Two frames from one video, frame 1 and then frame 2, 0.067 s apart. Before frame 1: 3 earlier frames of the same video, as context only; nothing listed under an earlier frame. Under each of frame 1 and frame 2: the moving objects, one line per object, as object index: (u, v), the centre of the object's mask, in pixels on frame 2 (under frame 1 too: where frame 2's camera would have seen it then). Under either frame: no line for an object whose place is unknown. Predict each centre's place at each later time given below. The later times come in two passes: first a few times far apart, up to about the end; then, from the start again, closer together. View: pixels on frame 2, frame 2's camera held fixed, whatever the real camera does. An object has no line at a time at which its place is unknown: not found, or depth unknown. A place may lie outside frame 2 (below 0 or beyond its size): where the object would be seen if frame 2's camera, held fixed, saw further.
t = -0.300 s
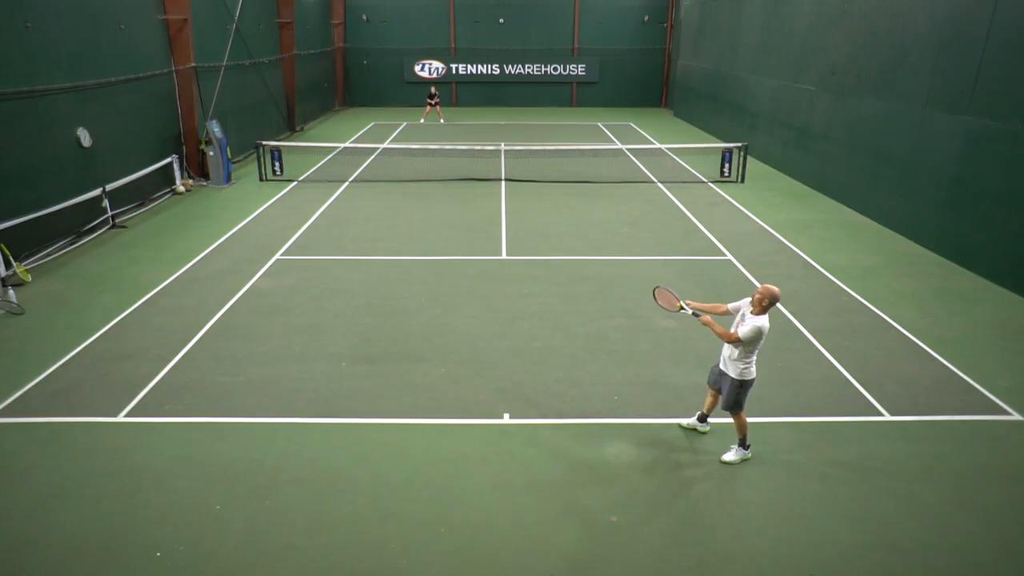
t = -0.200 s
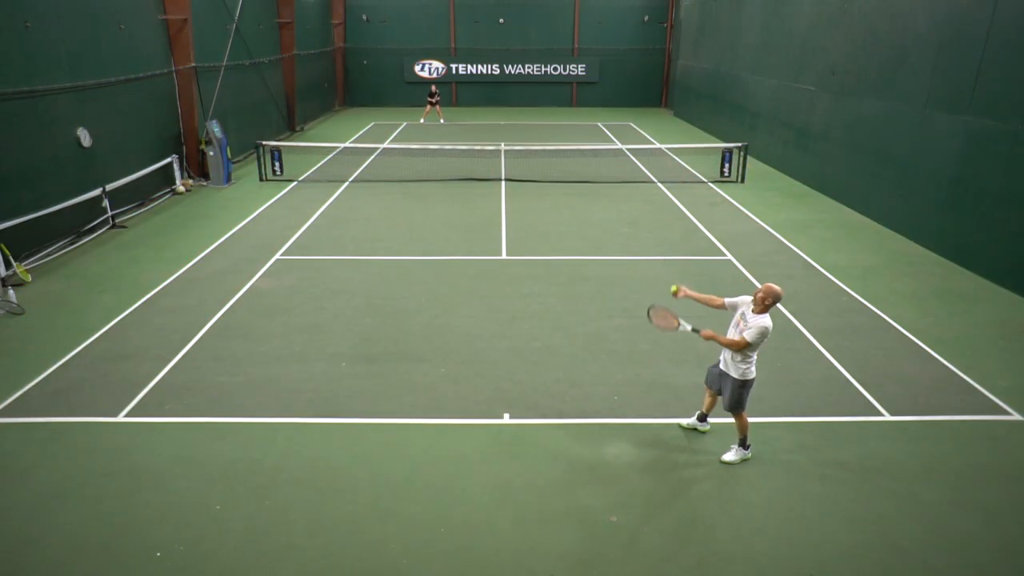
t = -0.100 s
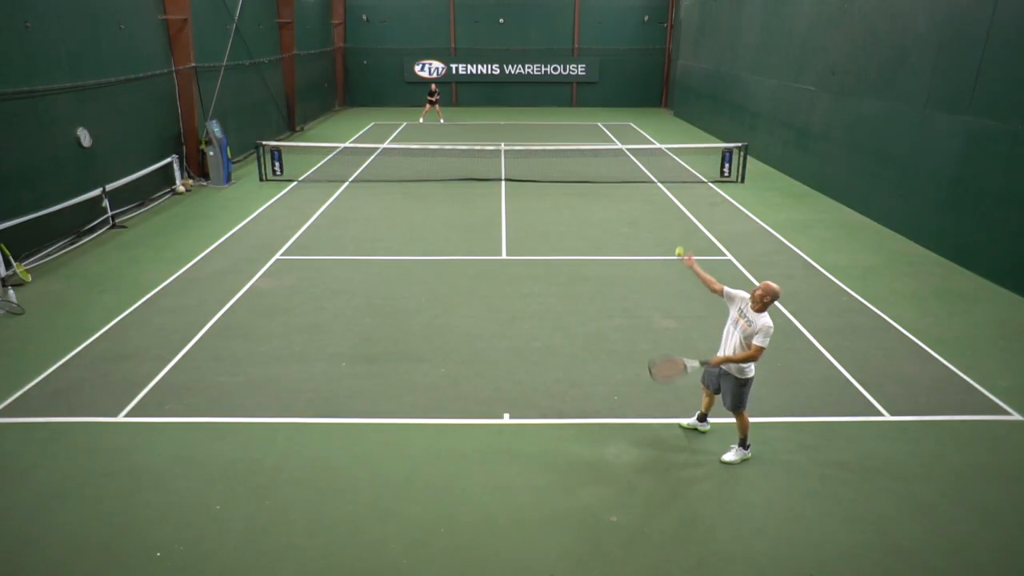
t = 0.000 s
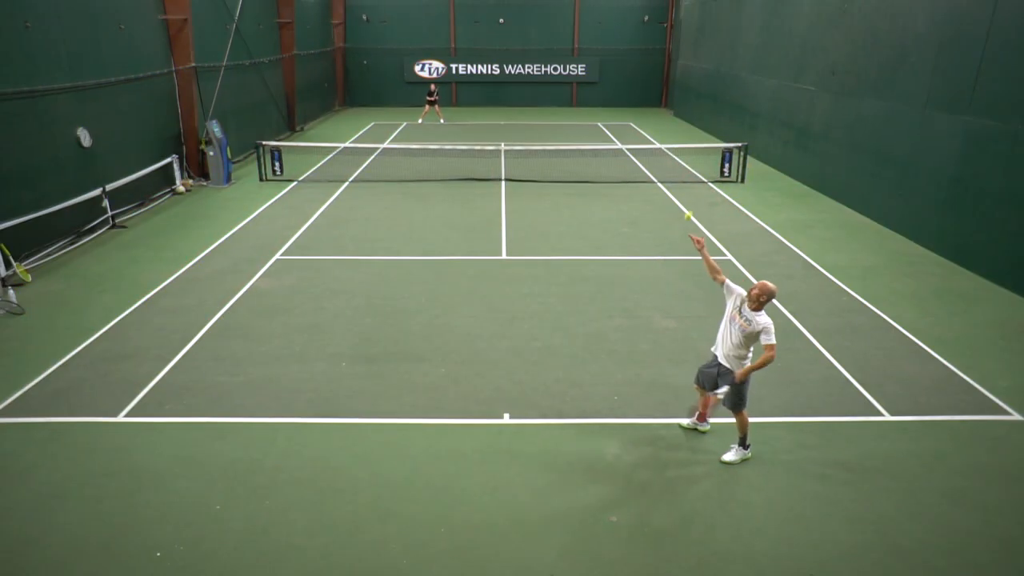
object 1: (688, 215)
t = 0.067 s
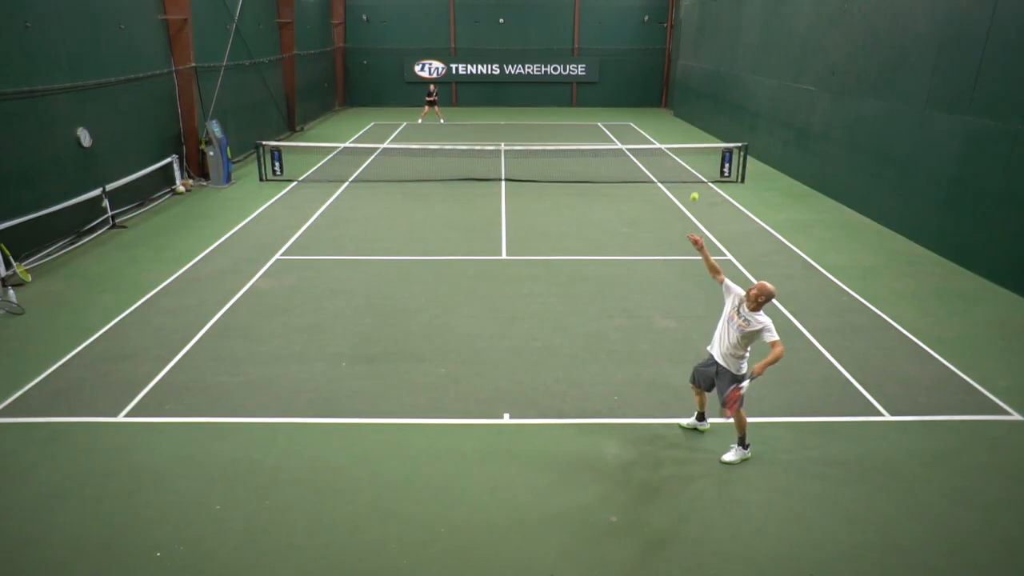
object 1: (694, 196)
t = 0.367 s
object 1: (714, 169)
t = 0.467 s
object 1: (719, 180)
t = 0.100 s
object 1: (697, 189)
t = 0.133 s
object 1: (699, 182)
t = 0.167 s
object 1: (702, 176)
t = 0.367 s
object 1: (714, 169)
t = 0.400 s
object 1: (716, 172)
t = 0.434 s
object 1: (717, 175)
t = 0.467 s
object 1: (719, 180)
